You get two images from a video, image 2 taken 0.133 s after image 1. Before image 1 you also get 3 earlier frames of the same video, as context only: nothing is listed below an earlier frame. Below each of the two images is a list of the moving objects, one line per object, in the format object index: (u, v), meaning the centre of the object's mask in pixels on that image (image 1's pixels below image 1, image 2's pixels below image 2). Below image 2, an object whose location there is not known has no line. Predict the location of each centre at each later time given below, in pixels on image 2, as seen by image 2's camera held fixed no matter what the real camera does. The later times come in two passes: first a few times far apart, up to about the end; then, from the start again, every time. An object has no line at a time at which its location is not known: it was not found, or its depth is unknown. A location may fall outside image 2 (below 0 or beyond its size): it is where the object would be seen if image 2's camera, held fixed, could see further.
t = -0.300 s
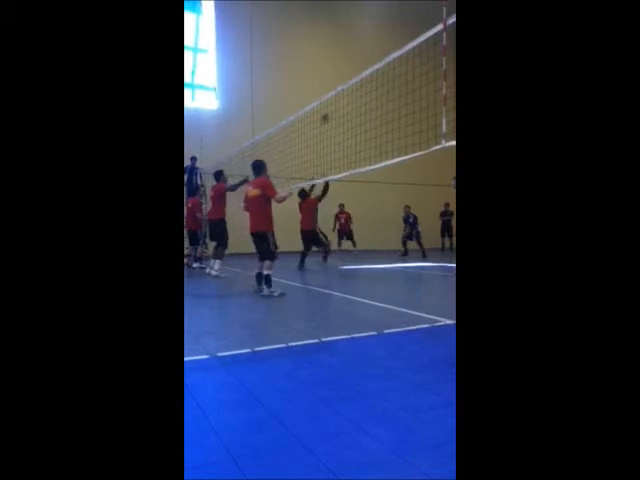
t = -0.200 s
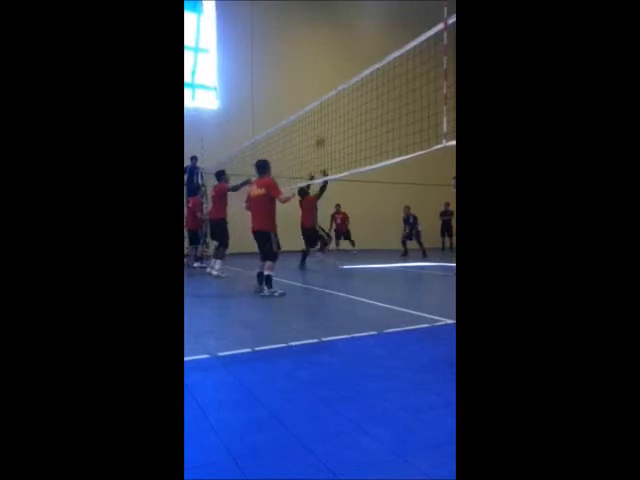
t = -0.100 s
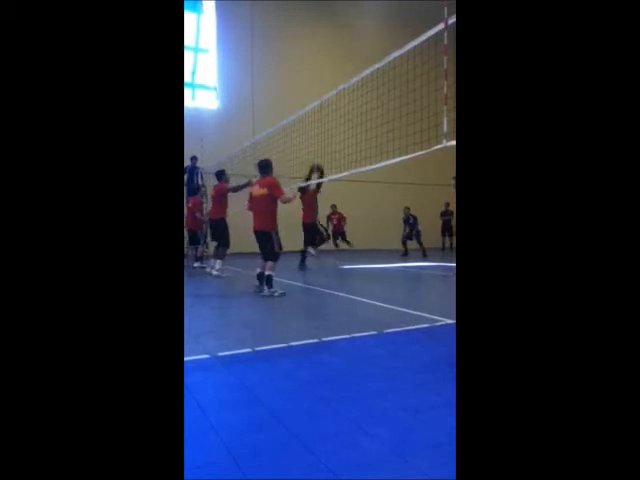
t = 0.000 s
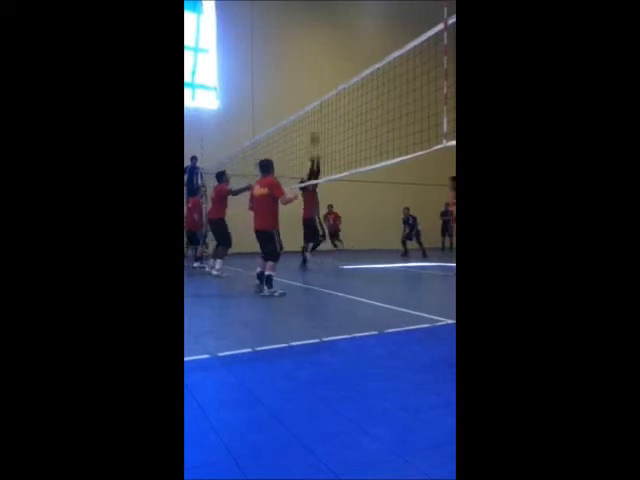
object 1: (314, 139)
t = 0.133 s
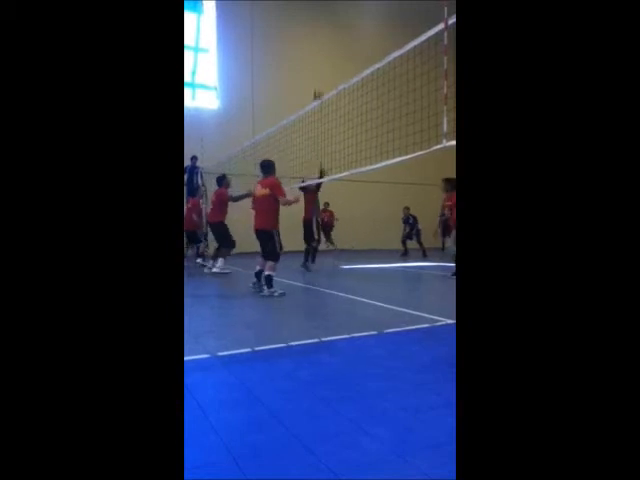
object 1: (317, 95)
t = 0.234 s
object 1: (319, 71)
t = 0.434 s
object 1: (323, 35)
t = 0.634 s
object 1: (327, 20)
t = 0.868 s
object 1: (334, 31)
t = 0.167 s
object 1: (318, 88)
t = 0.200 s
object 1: (318, 79)
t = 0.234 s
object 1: (319, 71)
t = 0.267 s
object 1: (320, 64)
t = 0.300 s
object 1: (320, 57)
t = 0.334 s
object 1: (321, 52)
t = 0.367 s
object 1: (322, 46)
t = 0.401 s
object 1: (322, 41)
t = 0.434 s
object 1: (323, 35)
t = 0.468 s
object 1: (324, 33)
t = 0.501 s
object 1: (325, 29)
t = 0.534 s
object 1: (325, 25)
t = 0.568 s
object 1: (326, 23)
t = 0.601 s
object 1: (327, 21)
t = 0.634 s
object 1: (327, 20)
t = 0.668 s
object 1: (328, 20)
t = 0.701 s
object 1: (329, 20)
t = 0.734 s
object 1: (329, 21)
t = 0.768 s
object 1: (330, 22)
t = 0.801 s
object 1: (331, 24)
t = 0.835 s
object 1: (332, 27)
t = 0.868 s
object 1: (334, 31)
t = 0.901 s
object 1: (334, 35)
